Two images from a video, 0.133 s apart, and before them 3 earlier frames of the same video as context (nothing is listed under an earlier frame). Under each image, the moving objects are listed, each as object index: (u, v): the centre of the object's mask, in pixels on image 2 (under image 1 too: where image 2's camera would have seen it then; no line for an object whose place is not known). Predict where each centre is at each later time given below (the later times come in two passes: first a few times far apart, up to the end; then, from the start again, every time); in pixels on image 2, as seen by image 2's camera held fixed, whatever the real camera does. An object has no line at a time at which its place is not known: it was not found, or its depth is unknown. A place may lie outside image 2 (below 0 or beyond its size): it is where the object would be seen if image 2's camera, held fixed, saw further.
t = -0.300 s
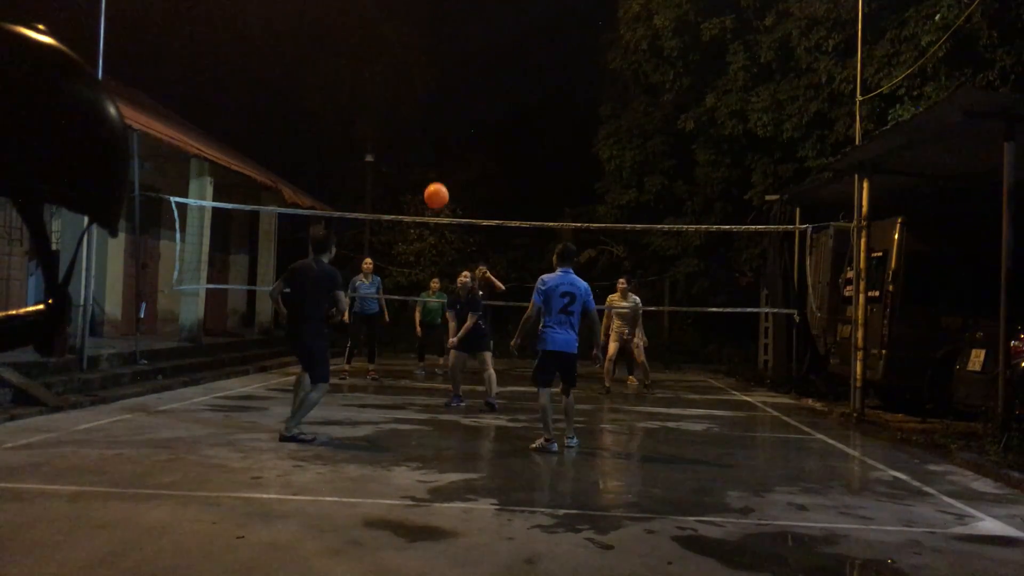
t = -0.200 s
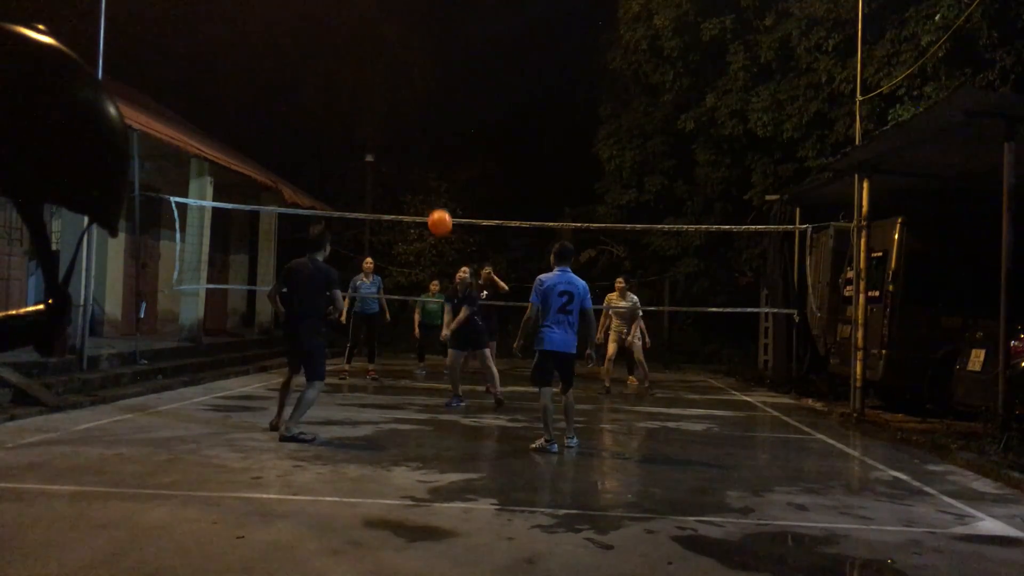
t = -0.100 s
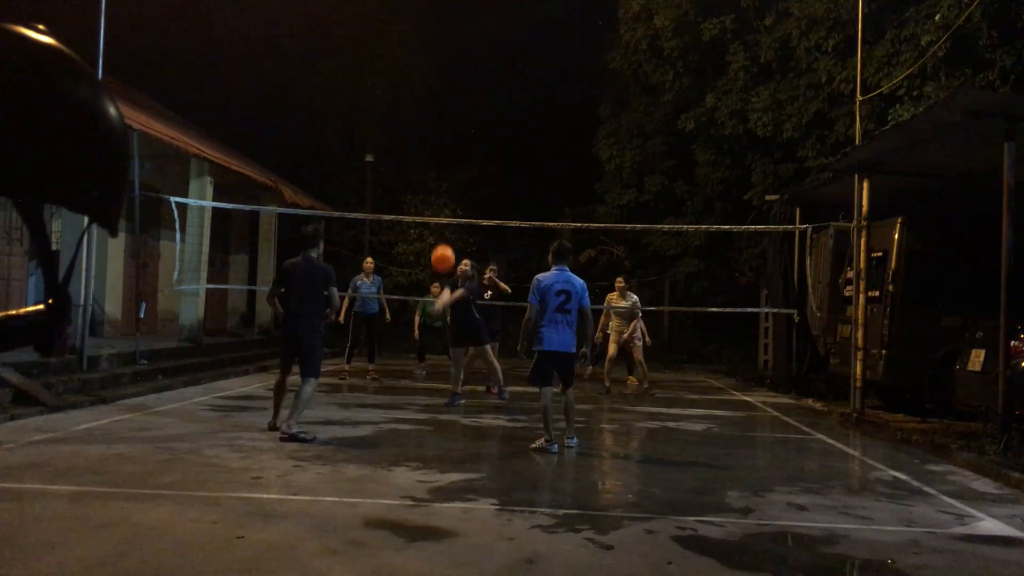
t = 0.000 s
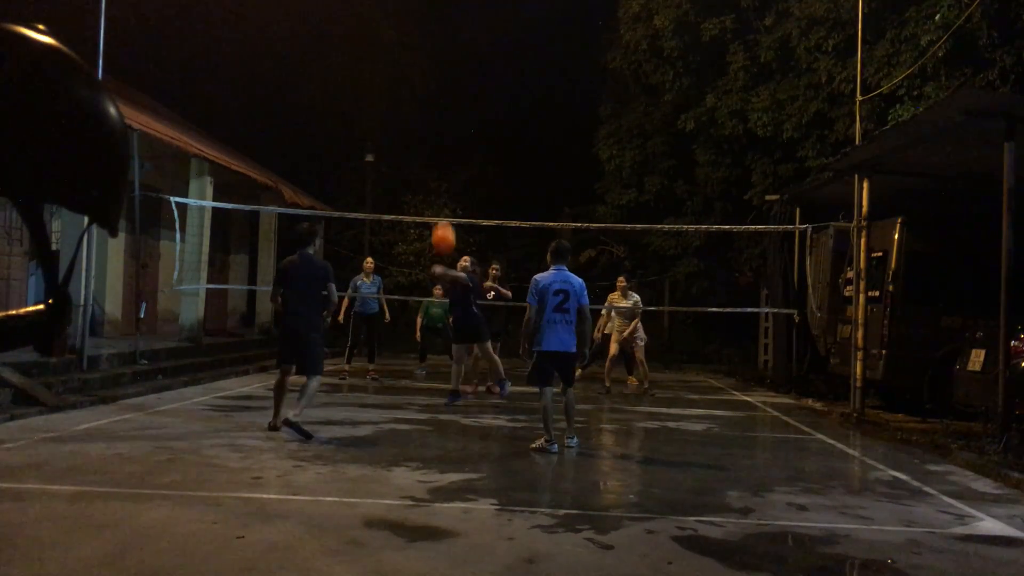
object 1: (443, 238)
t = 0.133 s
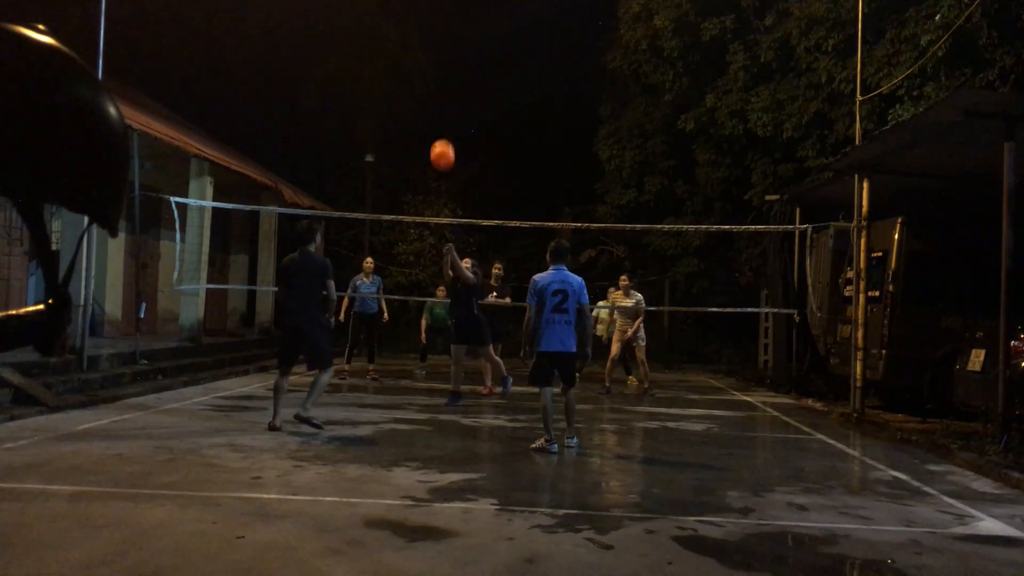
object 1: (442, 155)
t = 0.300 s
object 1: (440, 78)
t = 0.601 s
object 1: (436, 9)
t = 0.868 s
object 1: (430, 19)
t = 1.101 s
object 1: (423, 91)
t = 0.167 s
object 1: (442, 138)
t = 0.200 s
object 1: (441, 120)
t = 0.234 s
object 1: (441, 105)
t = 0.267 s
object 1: (441, 91)
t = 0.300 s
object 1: (440, 78)
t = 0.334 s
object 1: (440, 65)
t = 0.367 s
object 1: (439, 54)
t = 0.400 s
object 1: (439, 44)
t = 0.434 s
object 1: (439, 35)
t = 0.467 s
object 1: (438, 27)
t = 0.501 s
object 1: (438, 21)
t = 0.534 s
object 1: (437, 15)
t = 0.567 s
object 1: (436, 11)
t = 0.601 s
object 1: (436, 9)
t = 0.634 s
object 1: (436, 8)
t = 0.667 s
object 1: (435, 8)
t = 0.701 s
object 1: (434, 7)
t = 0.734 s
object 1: (433, 8)
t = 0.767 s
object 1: (432, 9)
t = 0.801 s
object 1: (431, 11)
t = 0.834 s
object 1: (431, 14)
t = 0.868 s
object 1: (430, 19)
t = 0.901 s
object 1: (429, 25)
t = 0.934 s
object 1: (428, 34)
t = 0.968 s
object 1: (427, 43)
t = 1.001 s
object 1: (426, 53)
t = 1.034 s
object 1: (425, 65)
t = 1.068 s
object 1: (424, 77)
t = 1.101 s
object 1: (423, 91)
